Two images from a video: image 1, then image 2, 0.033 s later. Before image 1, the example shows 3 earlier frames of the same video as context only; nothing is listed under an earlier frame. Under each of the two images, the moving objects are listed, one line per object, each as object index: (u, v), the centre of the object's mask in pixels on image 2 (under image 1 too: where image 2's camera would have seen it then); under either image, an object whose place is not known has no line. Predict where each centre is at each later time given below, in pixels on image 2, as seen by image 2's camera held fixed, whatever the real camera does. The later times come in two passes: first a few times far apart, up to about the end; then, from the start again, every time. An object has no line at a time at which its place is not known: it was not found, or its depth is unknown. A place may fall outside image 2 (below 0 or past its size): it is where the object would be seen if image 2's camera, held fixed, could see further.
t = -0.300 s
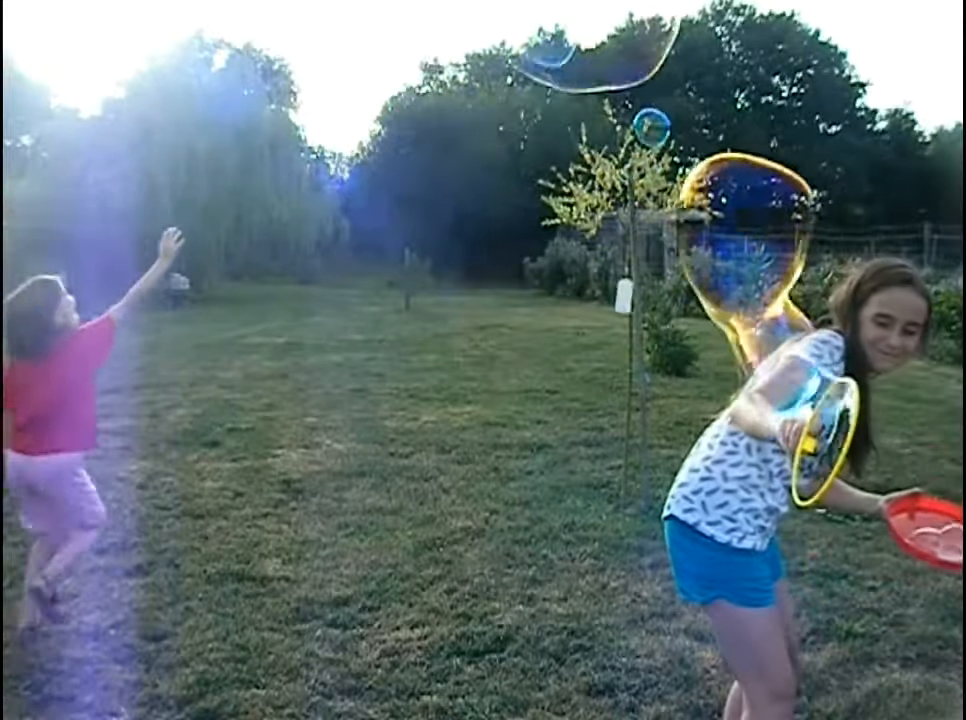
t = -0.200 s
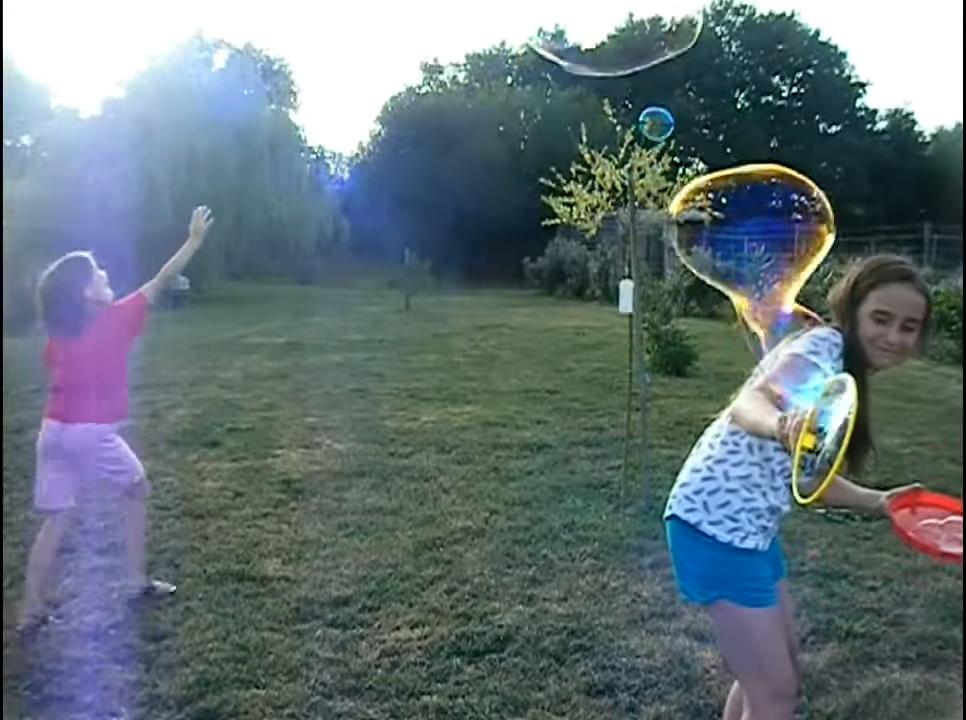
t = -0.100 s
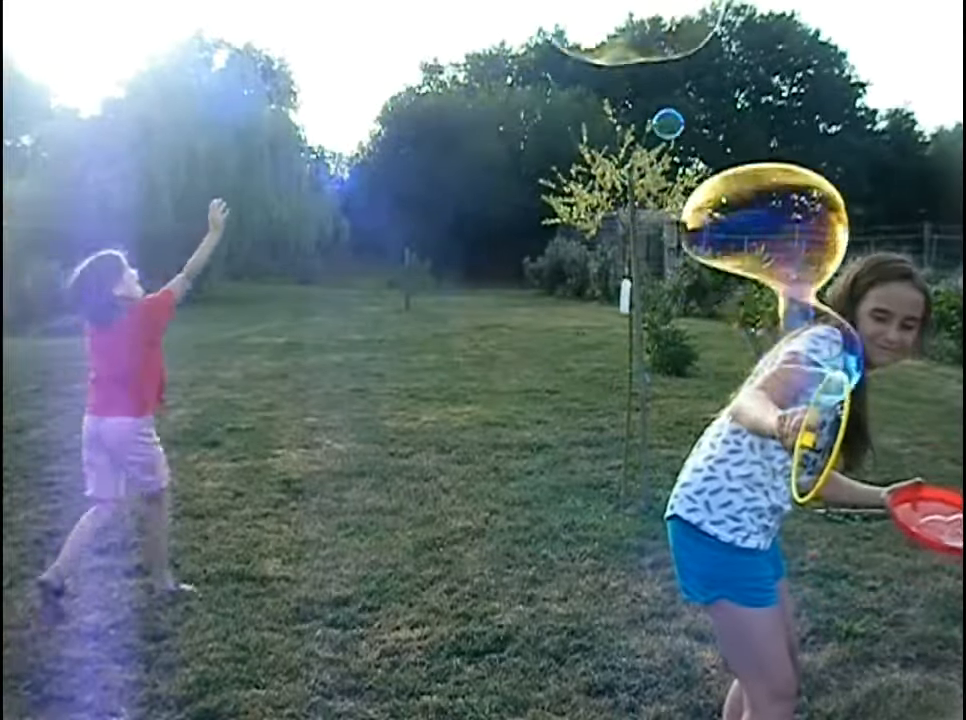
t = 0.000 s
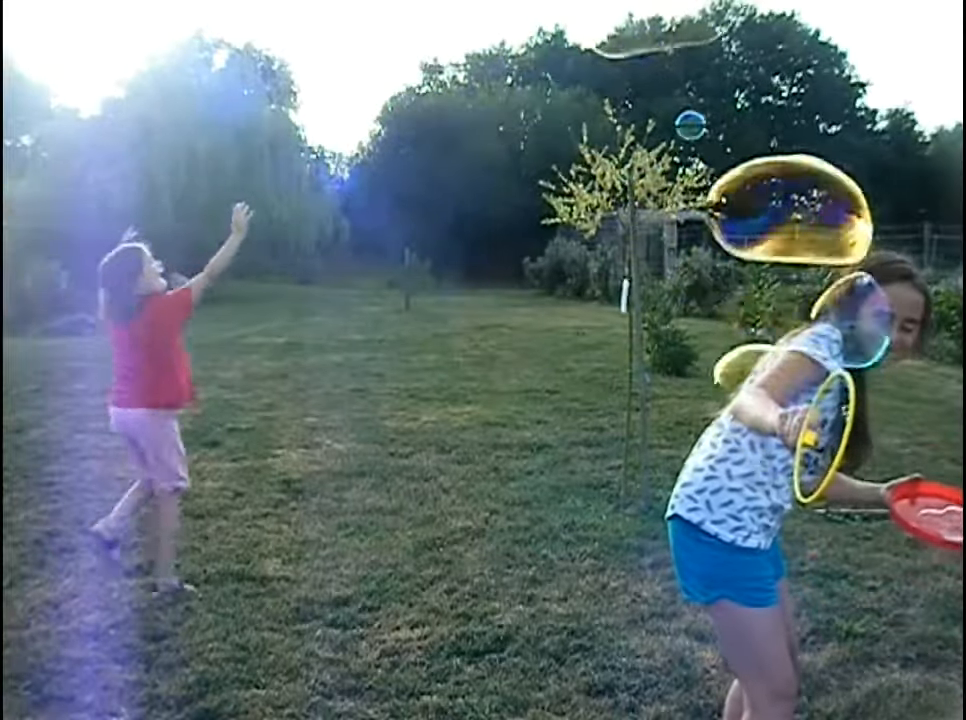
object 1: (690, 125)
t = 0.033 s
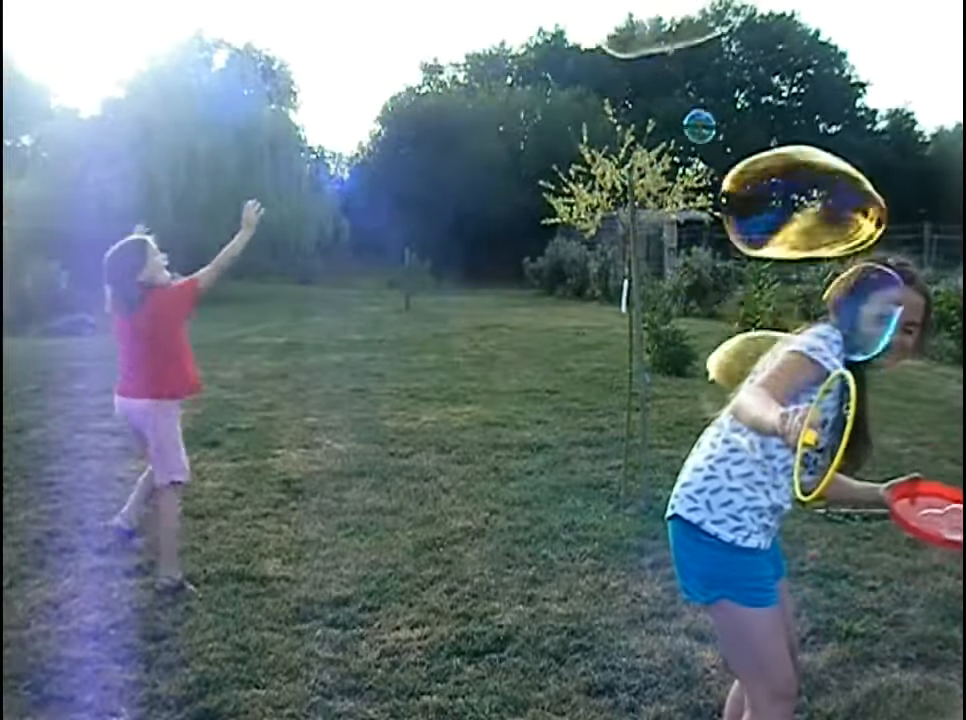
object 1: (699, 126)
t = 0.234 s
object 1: (763, 135)
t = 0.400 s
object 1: (835, 135)
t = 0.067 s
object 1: (708, 127)
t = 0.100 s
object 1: (717, 129)
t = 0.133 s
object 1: (727, 130)
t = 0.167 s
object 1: (737, 133)
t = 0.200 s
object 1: (750, 134)
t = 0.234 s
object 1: (763, 135)
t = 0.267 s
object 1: (776, 136)
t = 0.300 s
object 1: (789, 137)
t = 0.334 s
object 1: (806, 136)
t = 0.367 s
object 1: (822, 135)
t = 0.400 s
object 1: (835, 135)
